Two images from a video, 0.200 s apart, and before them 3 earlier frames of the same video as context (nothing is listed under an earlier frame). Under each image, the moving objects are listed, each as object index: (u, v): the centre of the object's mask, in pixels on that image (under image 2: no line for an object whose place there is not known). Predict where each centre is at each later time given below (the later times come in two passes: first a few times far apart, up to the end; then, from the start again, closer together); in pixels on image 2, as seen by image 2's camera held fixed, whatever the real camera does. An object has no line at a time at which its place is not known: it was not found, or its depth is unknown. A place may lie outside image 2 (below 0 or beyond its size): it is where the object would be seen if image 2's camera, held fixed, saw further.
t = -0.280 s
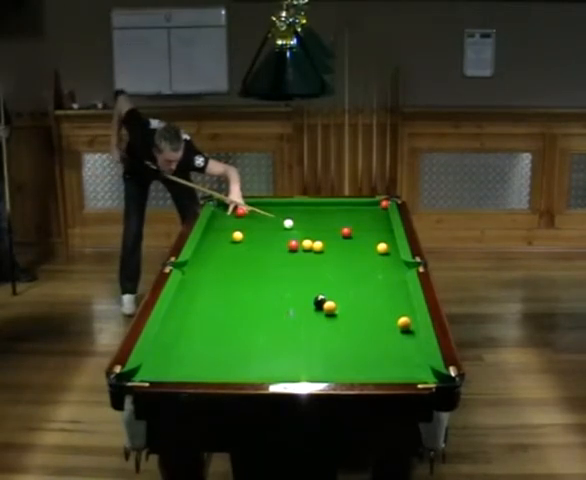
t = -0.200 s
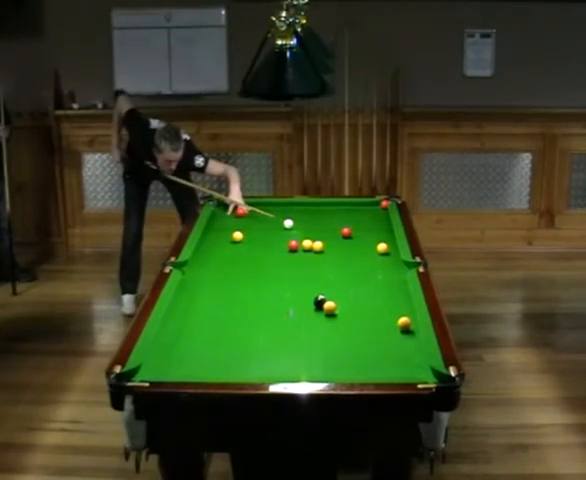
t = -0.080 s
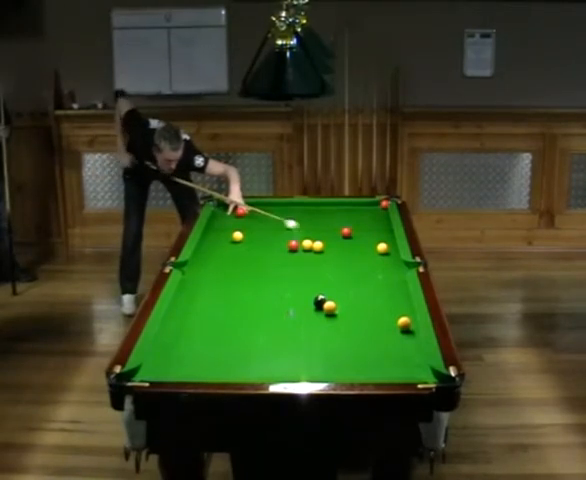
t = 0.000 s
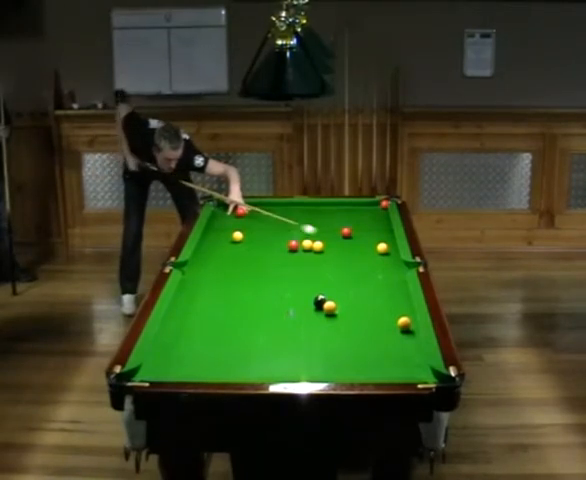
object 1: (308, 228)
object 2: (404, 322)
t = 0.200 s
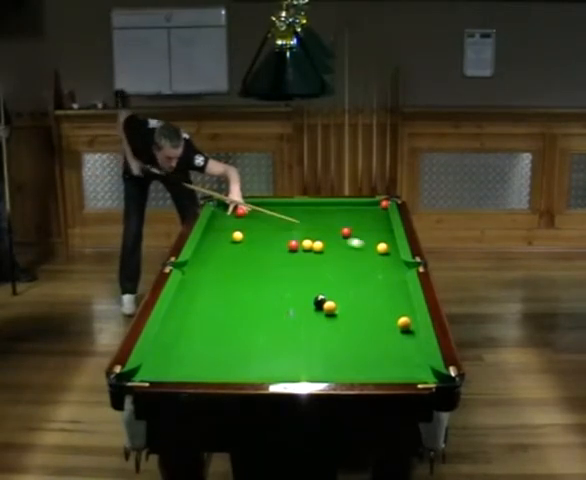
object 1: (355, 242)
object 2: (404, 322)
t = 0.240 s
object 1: (364, 244)
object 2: (404, 322)
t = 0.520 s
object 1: (376, 261)
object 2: (404, 322)
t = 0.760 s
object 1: (384, 276)
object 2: (404, 322)
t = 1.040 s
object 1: (393, 295)
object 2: (404, 322)
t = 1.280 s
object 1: (402, 310)
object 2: (404, 322)
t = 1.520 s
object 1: (409, 319)
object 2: (402, 329)
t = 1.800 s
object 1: (403, 322)
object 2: (400, 340)
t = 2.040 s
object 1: (398, 323)
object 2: (398, 350)
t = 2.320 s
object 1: (394, 324)
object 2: (395, 360)
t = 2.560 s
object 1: (393, 325)
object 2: (393, 367)
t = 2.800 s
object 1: (393, 325)
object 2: (391, 369)
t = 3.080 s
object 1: (393, 325)
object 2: (387, 365)
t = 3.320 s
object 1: (392, 326)
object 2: (385, 362)
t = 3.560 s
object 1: (392, 326)
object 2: (383, 358)
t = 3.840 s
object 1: (392, 326)
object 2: (380, 355)
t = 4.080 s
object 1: (392, 326)
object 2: (379, 354)
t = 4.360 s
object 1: (392, 326)
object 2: (378, 353)
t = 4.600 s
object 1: (392, 326)
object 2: (378, 353)
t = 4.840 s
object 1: (392, 326)
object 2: (378, 353)
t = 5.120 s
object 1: (392, 326)
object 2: (378, 353)
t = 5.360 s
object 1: (392, 326)
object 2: (378, 353)
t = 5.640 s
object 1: (392, 326)
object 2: (378, 353)
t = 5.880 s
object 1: (392, 326)
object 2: (378, 353)
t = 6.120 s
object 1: (392, 326)
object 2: (378, 353)
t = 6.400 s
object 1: (392, 326)
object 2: (378, 353)
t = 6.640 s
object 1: (392, 326)
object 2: (378, 353)
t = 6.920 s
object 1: (392, 326)
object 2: (379, 353)
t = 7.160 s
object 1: (392, 326)
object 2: (378, 353)
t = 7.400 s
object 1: (392, 326)
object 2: (379, 353)
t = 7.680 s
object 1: (392, 326)
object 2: (378, 353)
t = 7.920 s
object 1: (392, 326)
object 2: (378, 353)
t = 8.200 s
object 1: (392, 326)
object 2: (378, 353)
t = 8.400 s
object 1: (392, 326)
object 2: (378, 353)
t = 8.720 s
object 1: (392, 326)
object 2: (378, 353)
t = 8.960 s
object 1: (392, 326)
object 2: (378, 353)
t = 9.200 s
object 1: (392, 326)
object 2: (378, 353)
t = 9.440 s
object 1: (392, 326)
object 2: (378, 353)
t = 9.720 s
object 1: (392, 326)
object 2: (378, 353)
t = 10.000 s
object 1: (392, 326)
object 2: (378, 353)
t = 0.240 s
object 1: (364, 244)
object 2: (404, 322)
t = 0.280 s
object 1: (371, 247)
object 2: (404, 322)
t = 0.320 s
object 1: (371, 249)
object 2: (404, 322)
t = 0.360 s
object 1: (371, 252)
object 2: (404, 322)
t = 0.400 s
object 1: (372, 254)
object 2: (404, 322)
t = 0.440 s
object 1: (373, 257)
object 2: (404, 322)
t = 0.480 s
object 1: (375, 259)
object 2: (404, 322)
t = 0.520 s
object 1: (376, 261)
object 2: (404, 322)
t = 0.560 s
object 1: (377, 264)
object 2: (404, 322)
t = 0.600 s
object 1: (379, 266)
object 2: (404, 322)
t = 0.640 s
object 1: (380, 269)
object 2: (404, 322)
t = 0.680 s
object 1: (381, 271)
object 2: (404, 322)
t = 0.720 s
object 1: (382, 274)
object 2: (404, 322)
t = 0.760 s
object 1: (384, 276)
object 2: (404, 322)
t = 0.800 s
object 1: (385, 279)
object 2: (404, 322)
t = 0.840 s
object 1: (386, 281)
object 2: (404, 322)
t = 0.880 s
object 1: (388, 284)
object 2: (404, 322)
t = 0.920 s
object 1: (389, 286)
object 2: (404, 322)
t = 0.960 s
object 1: (391, 289)
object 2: (404, 322)
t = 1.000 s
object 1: (392, 292)
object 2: (404, 322)
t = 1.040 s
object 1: (393, 295)
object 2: (404, 322)
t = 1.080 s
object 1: (395, 297)
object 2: (404, 322)
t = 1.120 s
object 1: (396, 300)
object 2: (404, 322)
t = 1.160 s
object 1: (398, 303)
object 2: (404, 322)
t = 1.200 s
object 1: (399, 305)
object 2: (404, 322)
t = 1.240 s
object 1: (401, 308)
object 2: (404, 322)
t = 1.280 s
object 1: (402, 310)
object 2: (404, 322)
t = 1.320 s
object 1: (403, 313)
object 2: (404, 323)
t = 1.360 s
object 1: (405, 315)
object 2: (404, 323)
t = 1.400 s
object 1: (407, 316)
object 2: (403, 325)
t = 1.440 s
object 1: (409, 318)
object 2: (403, 326)
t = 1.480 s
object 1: (410, 318)
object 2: (403, 328)
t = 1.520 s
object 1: (409, 319)
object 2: (402, 329)
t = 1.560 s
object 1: (409, 320)
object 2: (402, 331)
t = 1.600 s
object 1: (407, 320)
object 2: (401, 333)
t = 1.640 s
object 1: (406, 320)
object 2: (401, 334)
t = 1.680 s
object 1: (405, 321)
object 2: (401, 336)
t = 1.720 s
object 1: (404, 321)
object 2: (400, 337)
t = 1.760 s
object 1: (404, 322)
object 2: (400, 339)
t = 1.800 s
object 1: (403, 322)
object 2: (400, 340)
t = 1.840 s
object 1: (402, 322)
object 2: (399, 342)
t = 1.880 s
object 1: (401, 322)
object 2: (399, 345)
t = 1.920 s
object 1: (400, 322)
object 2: (399, 346)
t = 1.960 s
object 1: (399, 323)
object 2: (398, 347)
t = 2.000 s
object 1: (399, 323)
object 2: (398, 348)
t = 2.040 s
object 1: (398, 323)
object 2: (398, 350)
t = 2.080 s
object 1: (398, 324)
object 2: (397, 352)
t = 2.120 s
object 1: (397, 324)
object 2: (397, 353)
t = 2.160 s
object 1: (396, 324)
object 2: (397, 354)
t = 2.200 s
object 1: (396, 324)
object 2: (396, 356)
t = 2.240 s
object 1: (395, 324)
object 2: (396, 358)
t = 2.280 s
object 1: (395, 324)
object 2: (396, 359)
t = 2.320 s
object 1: (394, 324)
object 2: (395, 360)
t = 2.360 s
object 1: (394, 325)
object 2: (395, 362)
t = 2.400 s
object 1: (394, 325)
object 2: (395, 363)
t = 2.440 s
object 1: (393, 325)
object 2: (394, 364)
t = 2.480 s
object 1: (393, 325)
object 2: (394, 365)
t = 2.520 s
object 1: (393, 325)
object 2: (394, 367)
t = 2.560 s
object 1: (393, 325)
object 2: (393, 367)
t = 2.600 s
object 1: (393, 325)
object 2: (393, 368)
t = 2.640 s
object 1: (393, 325)
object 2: (393, 369)
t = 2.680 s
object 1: (393, 325)
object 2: (392, 370)
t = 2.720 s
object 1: (393, 325)
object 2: (392, 370)
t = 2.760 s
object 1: (393, 325)
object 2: (392, 369)
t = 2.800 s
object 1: (393, 325)
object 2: (391, 369)
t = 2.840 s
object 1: (393, 325)
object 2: (391, 368)
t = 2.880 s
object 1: (393, 325)
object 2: (390, 368)
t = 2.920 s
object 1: (392, 325)
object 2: (390, 367)
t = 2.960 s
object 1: (392, 325)
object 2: (389, 366)
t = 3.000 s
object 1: (393, 325)
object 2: (389, 366)
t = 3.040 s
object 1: (393, 325)
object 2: (388, 365)
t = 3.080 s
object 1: (393, 325)
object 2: (387, 365)
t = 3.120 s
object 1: (392, 325)
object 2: (387, 364)
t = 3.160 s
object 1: (392, 325)
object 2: (387, 364)
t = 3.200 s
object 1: (392, 325)
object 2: (386, 363)
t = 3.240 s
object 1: (392, 325)
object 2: (386, 363)
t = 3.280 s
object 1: (392, 326)
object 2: (385, 363)
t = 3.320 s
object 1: (392, 326)
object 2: (385, 362)
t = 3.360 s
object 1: (392, 326)
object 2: (384, 360)
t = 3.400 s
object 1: (392, 326)
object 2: (384, 360)
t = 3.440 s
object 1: (392, 326)
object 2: (384, 359)
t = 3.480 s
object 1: (392, 326)
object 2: (383, 359)
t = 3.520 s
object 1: (392, 326)
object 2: (383, 358)
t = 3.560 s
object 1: (392, 326)
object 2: (383, 358)
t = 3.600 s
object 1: (392, 326)
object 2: (382, 357)
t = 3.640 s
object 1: (392, 326)
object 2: (382, 357)
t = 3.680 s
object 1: (392, 326)
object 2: (381, 357)
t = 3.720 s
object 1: (392, 326)
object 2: (381, 357)
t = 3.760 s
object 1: (392, 326)
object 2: (381, 357)
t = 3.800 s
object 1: (392, 326)
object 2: (381, 356)
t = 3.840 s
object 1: (392, 326)
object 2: (380, 355)
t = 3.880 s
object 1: (392, 326)
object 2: (380, 355)
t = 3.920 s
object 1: (392, 326)
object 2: (380, 355)
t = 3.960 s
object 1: (392, 326)
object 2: (379, 354)
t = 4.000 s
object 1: (392, 326)
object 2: (379, 354)
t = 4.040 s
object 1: (392, 326)
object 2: (379, 354)
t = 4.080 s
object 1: (392, 326)
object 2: (379, 354)
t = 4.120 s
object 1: (392, 326)
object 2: (379, 353)
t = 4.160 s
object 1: (392, 326)
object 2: (378, 353)
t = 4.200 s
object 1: (392, 326)
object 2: (378, 353)
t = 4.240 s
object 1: (392, 326)
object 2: (378, 353)
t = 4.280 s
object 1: (392, 326)
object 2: (378, 353)
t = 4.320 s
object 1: (392, 326)
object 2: (378, 353)
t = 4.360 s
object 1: (392, 326)
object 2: (378, 353)
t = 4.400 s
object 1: (392, 326)
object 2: (378, 353)
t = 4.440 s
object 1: (392, 326)
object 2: (378, 353)
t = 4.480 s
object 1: (392, 326)
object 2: (378, 353)
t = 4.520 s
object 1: (392, 326)
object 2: (378, 353)
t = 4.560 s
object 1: (392, 326)
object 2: (378, 353)
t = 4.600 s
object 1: (392, 326)
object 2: (378, 353)
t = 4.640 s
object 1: (392, 326)
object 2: (378, 353)
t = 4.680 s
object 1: (392, 326)
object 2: (378, 353)
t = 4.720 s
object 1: (392, 326)
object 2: (378, 353)
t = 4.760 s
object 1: (392, 326)
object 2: (378, 353)
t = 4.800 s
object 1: (392, 326)
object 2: (378, 353)
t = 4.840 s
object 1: (392, 326)
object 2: (378, 353)
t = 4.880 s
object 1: (392, 326)
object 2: (378, 353)
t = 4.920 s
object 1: (392, 326)
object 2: (378, 353)
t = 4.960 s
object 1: (392, 326)
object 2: (378, 353)
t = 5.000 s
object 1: (392, 326)
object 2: (378, 353)
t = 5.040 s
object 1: (392, 326)
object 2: (378, 353)
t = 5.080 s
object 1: (392, 326)
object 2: (378, 353)
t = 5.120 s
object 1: (392, 326)
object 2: (378, 353)
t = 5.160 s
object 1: (392, 326)
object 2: (378, 353)
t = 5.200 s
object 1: (392, 326)
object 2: (378, 353)
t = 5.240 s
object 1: (392, 326)
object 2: (378, 353)
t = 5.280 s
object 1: (392, 326)
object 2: (378, 353)
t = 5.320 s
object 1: (392, 326)
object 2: (378, 353)
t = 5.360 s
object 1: (392, 326)
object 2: (378, 353)
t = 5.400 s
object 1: (392, 326)
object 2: (378, 353)
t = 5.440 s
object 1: (392, 326)
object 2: (378, 353)
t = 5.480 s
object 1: (392, 326)
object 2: (378, 353)
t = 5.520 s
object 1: (392, 326)
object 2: (378, 353)
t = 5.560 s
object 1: (392, 326)
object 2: (378, 353)
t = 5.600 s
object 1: (392, 326)
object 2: (378, 353)
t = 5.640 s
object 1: (392, 326)
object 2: (378, 353)
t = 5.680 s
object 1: (392, 326)
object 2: (378, 353)
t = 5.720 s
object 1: (392, 326)
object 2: (378, 353)
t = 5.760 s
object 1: (392, 326)
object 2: (378, 353)
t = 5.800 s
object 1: (392, 326)
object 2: (378, 353)
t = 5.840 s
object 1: (392, 326)
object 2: (378, 353)
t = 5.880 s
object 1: (392, 326)
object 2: (378, 353)
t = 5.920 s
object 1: (392, 326)
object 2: (378, 353)
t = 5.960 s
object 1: (392, 326)
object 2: (378, 353)
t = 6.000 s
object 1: (392, 326)
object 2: (378, 353)
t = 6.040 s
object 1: (392, 326)
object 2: (378, 353)
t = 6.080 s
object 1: (392, 326)
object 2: (378, 353)
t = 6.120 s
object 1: (392, 326)
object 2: (378, 353)
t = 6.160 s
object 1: (392, 326)
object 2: (378, 353)
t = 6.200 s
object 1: (392, 326)
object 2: (378, 353)
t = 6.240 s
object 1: (392, 326)
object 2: (378, 353)
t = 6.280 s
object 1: (392, 326)
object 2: (378, 353)
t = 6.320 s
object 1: (392, 326)
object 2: (378, 353)
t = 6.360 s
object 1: (392, 326)
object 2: (378, 353)
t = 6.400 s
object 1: (392, 326)
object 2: (378, 353)
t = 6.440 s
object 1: (392, 326)
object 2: (378, 353)
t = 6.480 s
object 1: (392, 326)
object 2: (378, 353)
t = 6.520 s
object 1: (392, 326)
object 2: (378, 353)
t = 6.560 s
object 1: (392, 326)
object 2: (378, 353)
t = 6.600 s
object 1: (392, 326)
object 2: (379, 353)
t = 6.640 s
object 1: (392, 326)
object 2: (378, 353)
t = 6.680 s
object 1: (392, 326)
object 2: (378, 353)
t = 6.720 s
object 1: (392, 326)
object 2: (378, 353)
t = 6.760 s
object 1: (392, 326)
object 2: (378, 353)
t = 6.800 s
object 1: (392, 326)
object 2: (378, 353)
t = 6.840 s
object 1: (392, 326)
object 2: (378, 353)
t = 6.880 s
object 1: (392, 326)
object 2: (378, 353)
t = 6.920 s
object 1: (392, 326)
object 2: (379, 353)
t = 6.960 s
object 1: (392, 326)
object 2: (379, 353)
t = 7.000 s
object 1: (392, 326)
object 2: (379, 353)
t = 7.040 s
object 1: (392, 326)
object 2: (379, 353)
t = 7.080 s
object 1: (392, 326)
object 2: (378, 353)
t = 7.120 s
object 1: (392, 326)
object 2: (378, 353)
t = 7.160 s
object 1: (392, 326)
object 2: (378, 353)
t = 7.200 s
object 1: (392, 326)
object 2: (378, 353)
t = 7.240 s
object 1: (392, 326)
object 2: (379, 353)
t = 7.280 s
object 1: (392, 326)
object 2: (378, 353)
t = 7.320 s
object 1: (392, 326)
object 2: (379, 353)
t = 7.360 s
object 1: (392, 326)
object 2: (379, 353)
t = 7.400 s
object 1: (392, 326)
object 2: (379, 353)
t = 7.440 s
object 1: (392, 326)
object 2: (379, 353)
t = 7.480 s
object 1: (392, 326)
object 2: (379, 353)
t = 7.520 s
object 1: (392, 326)
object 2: (379, 353)
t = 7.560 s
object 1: (392, 326)
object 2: (379, 353)
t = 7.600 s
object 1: (392, 326)
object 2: (378, 353)
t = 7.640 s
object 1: (392, 326)
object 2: (378, 353)
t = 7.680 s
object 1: (392, 326)
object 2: (378, 353)
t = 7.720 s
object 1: (392, 326)
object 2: (378, 353)
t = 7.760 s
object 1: (392, 326)
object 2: (378, 353)
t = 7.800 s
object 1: (392, 326)
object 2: (378, 353)
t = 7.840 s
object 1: (392, 326)
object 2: (378, 353)
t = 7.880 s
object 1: (392, 326)
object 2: (378, 353)
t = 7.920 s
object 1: (392, 326)
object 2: (378, 353)
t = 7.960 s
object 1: (392, 326)
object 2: (378, 353)
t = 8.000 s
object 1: (392, 326)
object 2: (378, 353)
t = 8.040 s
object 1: (392, 326)
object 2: (378, 353)
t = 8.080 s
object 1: (392, 326)
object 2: (378, 353)
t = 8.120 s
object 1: (392, 326)
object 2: (378, 353)
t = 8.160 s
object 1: (392, 326)
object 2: (378, 353)
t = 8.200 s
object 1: (392, 326)
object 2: (378, 353)
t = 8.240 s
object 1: (392, 326)
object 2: (378, 353)
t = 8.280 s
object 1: (392, 326)
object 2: (378, 353)
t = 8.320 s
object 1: (392, 326)
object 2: (378, 353)
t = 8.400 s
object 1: (392, 326)
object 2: (378, 353)
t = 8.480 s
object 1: (392, 326)
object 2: (378, 353)
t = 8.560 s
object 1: (392, 326)
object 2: (378, 353)
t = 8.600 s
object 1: (392, 326)
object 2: (378, 353)
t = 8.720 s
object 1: (392, 326)
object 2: (378, 353)
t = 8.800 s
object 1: (392, 326)
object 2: (378, 353)
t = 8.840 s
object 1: (392, 326)
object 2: (378, 353)
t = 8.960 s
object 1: (392, 326)
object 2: (378, 353)
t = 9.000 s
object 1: (392, 326)
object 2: (379, 353)
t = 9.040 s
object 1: (392, 326)
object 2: (378, 353)
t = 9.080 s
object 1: (392, 326)
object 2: (378, 353)
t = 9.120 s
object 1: (392, 326)
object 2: (378, 353)
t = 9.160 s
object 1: (392, 326)
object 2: (378, 353)
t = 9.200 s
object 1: (392, 326)
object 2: (378, 353)
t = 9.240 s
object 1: (392, 326)
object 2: (378, 353)
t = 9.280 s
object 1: (392, 326)
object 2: (378, 353)
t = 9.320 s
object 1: (392, 326)
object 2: (379, 353)
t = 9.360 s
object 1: (392, 326)
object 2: (378, 353)
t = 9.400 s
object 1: (392, 326)
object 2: (378, 353)
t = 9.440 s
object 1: (392, 326)
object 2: (378, 353)
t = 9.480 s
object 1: (392, 326)
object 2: (378, 353)
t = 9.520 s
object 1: (392, 326)
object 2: (378, 353)
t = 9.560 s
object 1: (392, 326)
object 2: (378, 353)
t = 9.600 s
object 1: (392, 326)
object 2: (378, 353)
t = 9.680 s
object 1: (392, 326)
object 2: (378, 353)
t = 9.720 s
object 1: (392, 326)
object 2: (378, 353)
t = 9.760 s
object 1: (392, 326)
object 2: (378, 353)
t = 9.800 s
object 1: (392, 326)
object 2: (378, 353)
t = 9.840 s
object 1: (392, 326)
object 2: (378, 353)
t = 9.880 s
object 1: (392, 326)
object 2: (378, 353)
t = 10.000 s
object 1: (392, 326)
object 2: (378, 353)
